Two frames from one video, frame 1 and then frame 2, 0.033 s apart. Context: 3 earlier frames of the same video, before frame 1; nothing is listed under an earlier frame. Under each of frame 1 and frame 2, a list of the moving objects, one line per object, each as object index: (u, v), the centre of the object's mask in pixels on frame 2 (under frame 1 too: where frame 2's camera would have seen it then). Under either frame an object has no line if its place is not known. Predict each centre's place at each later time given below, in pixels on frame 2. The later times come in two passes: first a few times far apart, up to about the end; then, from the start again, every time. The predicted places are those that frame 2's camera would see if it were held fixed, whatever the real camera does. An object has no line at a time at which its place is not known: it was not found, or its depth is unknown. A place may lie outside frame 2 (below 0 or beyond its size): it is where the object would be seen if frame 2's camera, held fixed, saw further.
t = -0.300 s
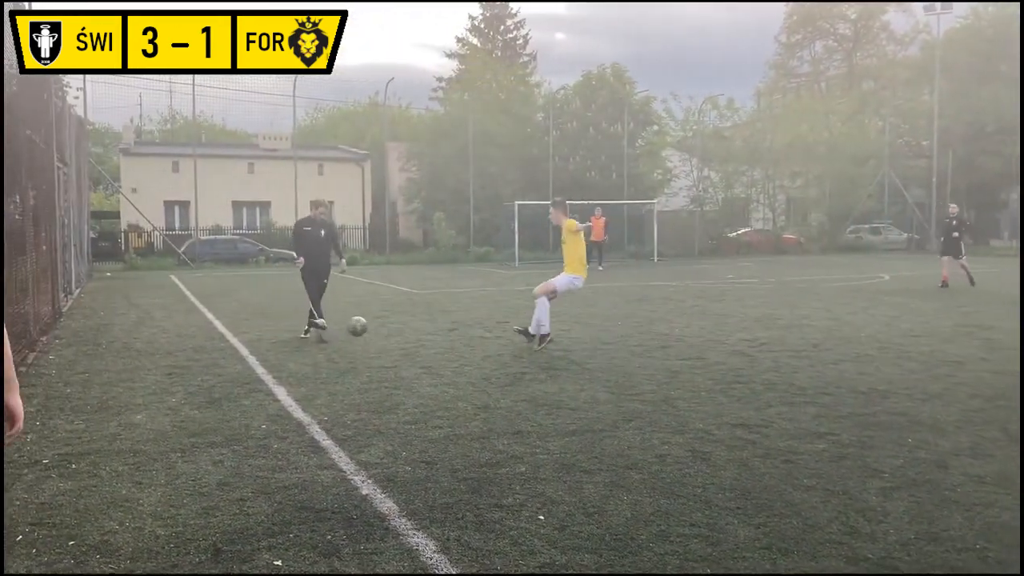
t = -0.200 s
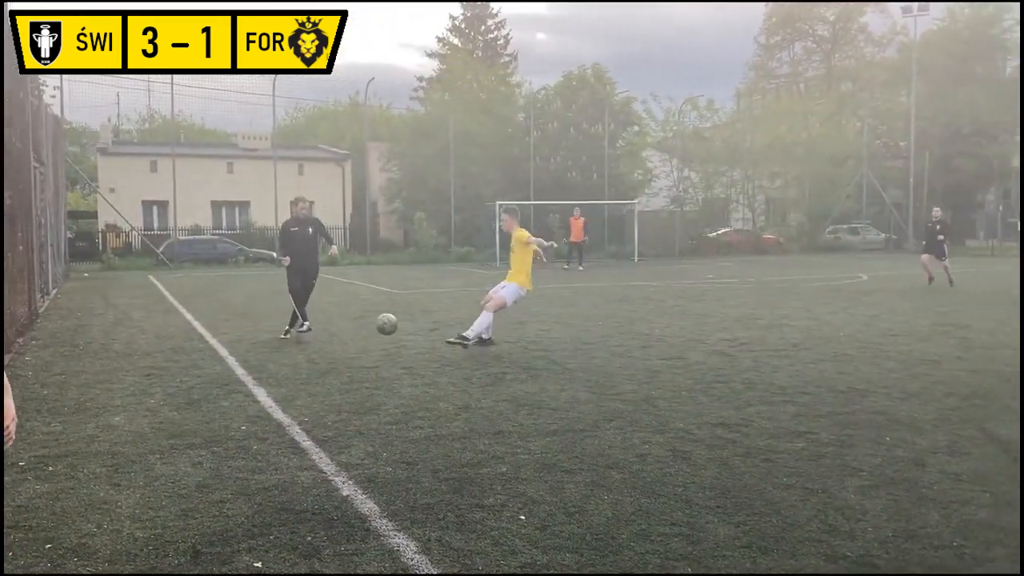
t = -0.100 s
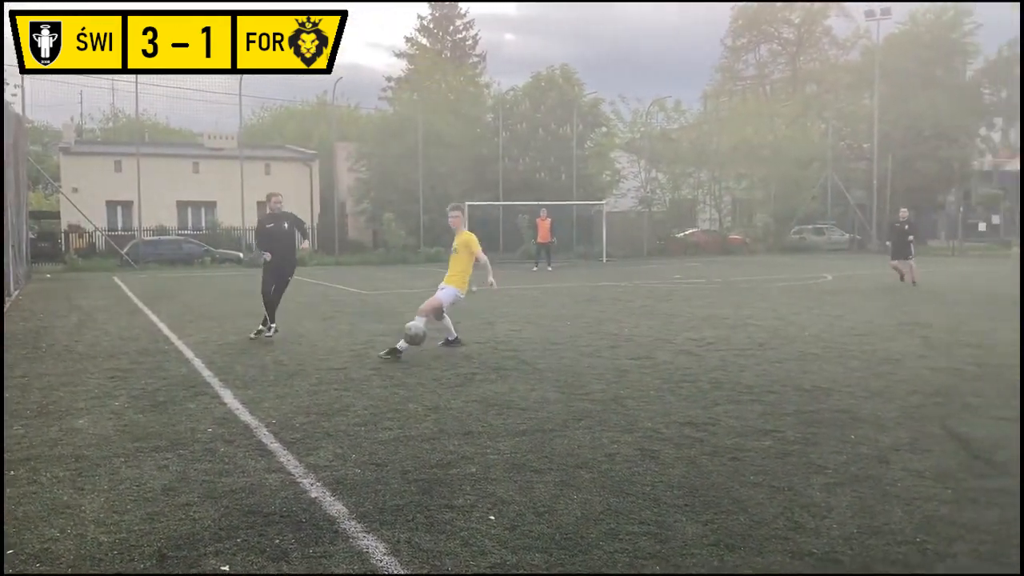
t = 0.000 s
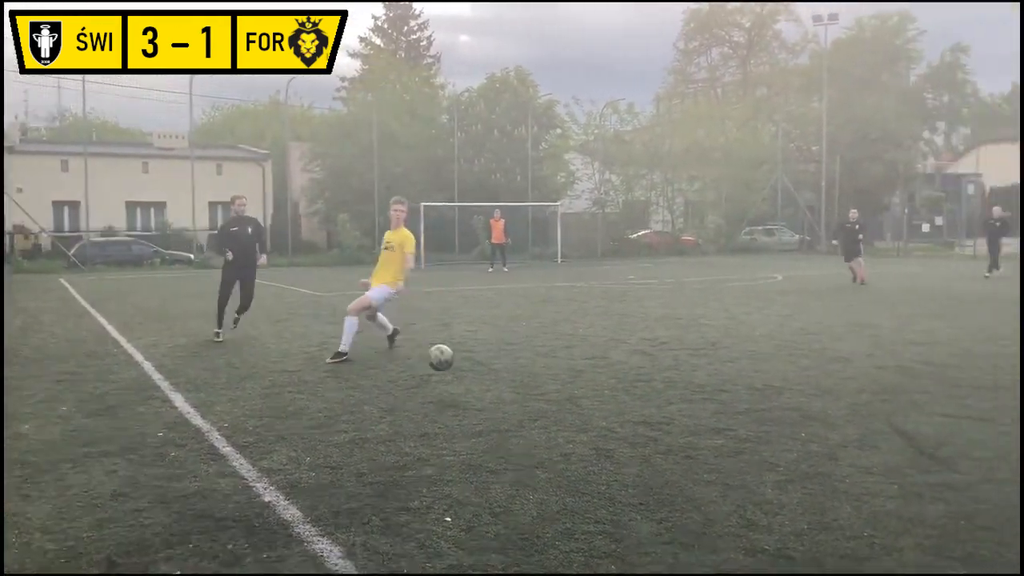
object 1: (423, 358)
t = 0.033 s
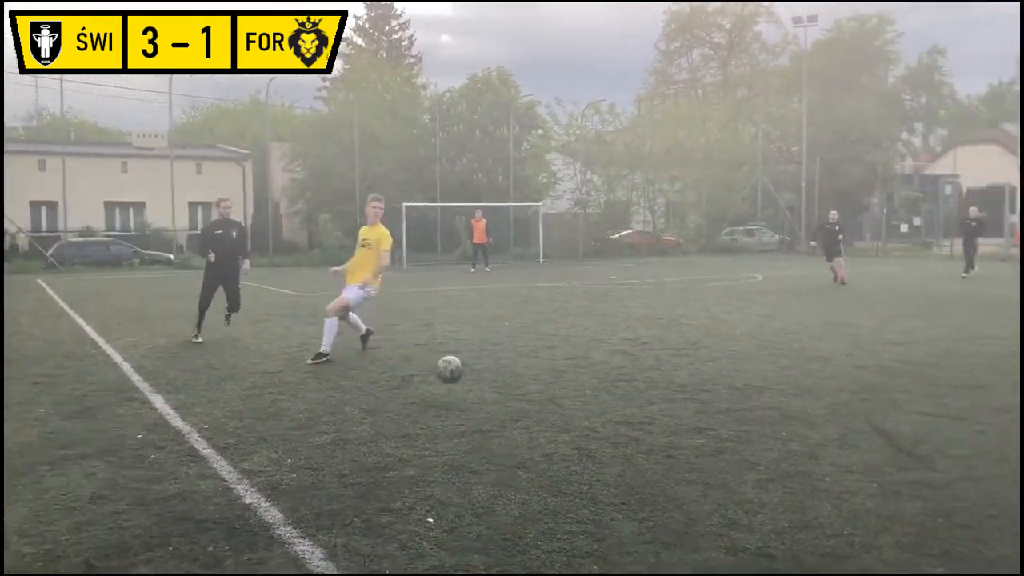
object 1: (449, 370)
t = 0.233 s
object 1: (606, 376)
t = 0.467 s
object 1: (841, 415)
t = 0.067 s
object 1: (479, 383)
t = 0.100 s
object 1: (508, 396)
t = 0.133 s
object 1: (530, 388)
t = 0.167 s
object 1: (554, 383)
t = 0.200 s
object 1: (579, 379)
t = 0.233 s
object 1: (606, 376)
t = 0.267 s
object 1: (633, 376)
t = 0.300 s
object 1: (664, 377)
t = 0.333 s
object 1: (695, 380)
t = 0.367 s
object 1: (728, 385)
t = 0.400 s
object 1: (764, 392)
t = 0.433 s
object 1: (801, 402)
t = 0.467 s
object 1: (841, 415)
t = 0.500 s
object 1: (882, 432)
